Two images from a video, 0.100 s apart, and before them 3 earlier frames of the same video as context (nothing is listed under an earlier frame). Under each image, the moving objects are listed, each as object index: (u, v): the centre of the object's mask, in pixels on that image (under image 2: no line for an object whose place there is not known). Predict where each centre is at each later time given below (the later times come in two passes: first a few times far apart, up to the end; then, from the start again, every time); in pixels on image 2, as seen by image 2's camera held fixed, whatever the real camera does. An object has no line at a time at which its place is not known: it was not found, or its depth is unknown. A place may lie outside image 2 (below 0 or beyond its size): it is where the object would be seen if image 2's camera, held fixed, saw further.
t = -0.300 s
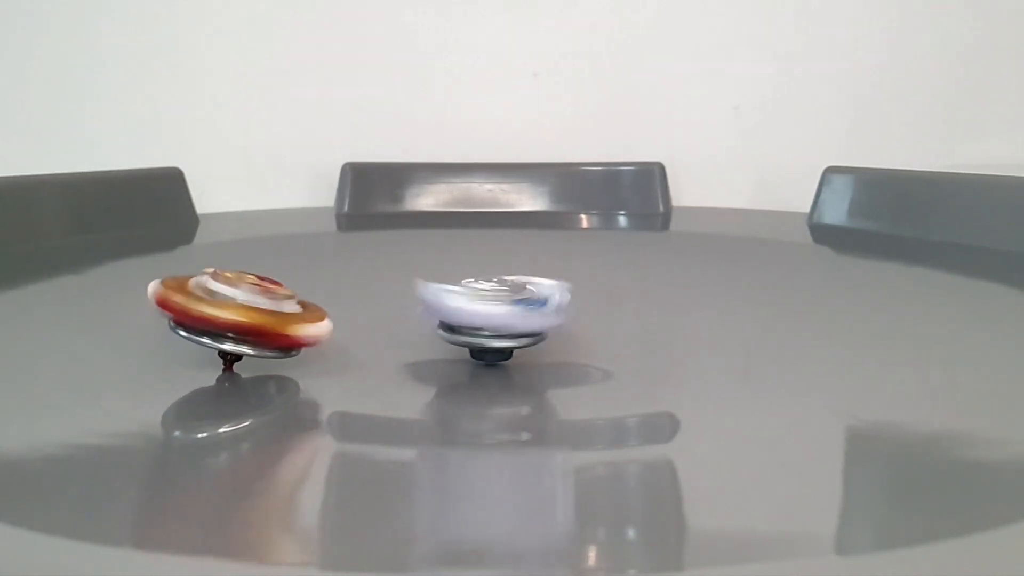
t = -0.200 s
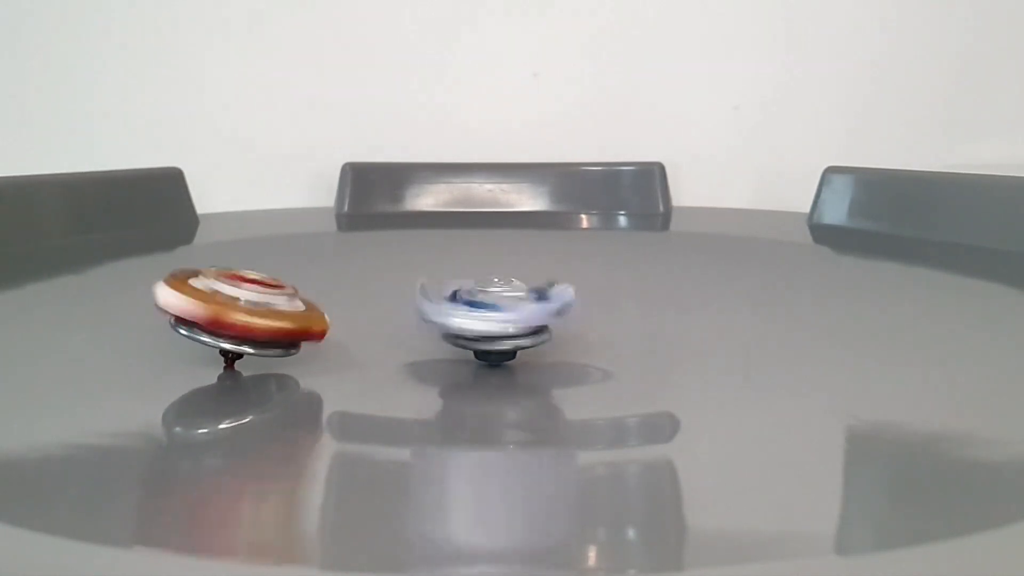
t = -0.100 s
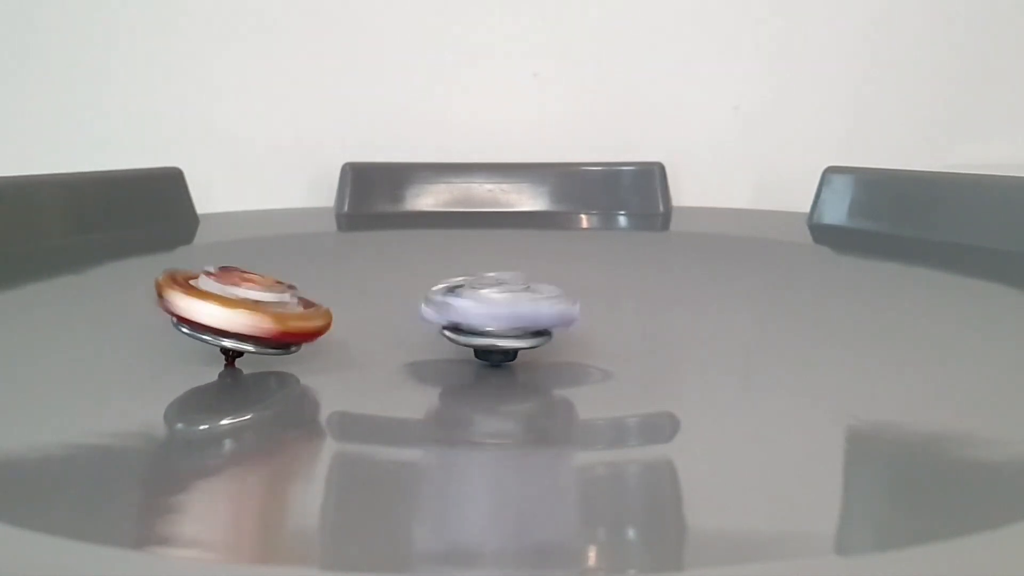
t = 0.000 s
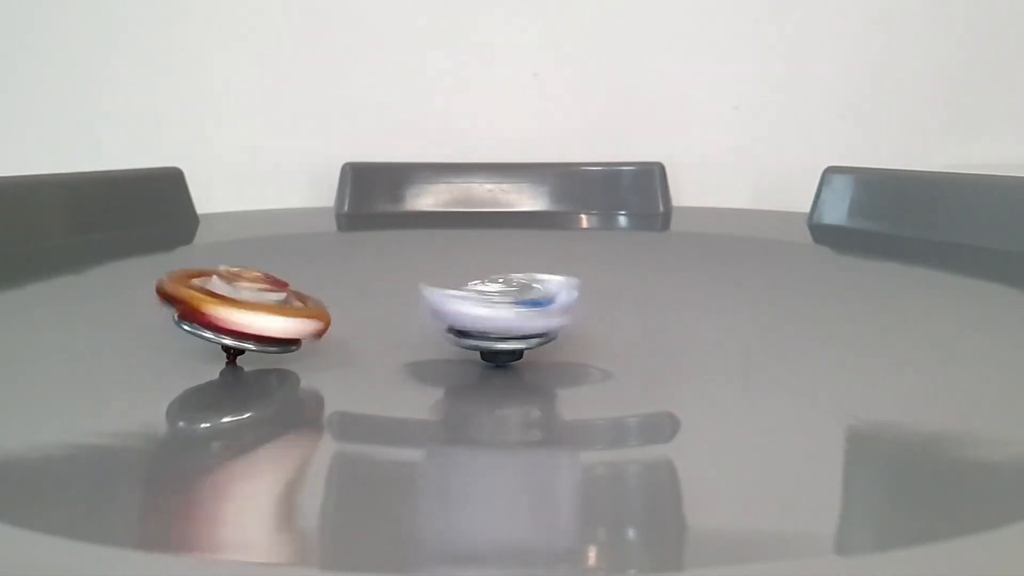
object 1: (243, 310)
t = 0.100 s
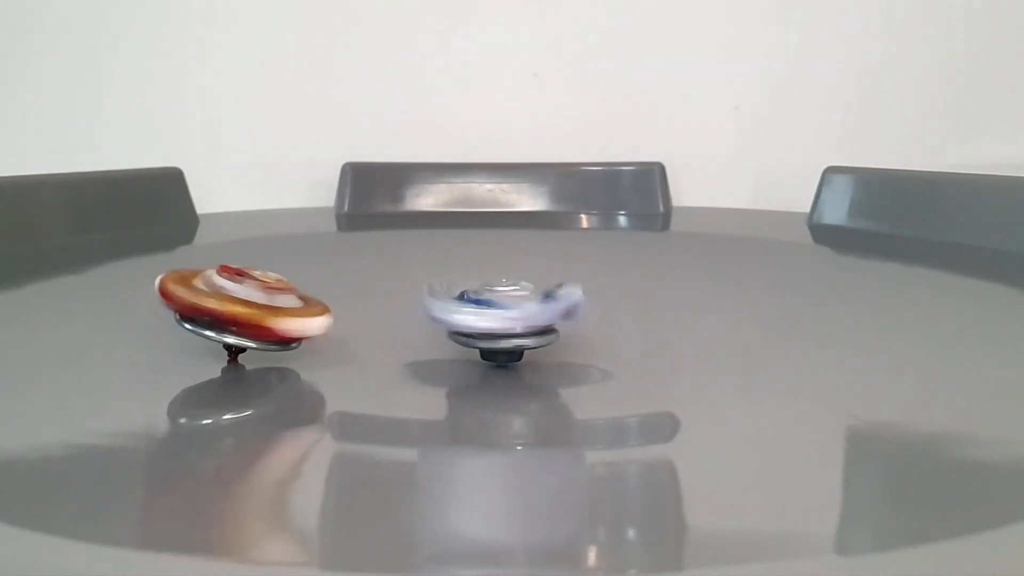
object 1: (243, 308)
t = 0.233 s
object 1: (244, 306)
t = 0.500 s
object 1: (248, 302)
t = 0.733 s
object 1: (252, 298)
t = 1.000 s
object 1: (257, 294)
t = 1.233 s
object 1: (261, 290)
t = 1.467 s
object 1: (266, 287)
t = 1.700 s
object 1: (275, 284)
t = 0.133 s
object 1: (244, 307)
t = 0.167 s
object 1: (243, 307)
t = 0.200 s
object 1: (244, 306)
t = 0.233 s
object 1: (244, 306)
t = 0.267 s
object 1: (246, 306)
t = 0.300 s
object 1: (244, 304)
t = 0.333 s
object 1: (246, 304)
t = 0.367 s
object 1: (246, 304)
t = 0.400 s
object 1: (248, 304)
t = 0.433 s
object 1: (246, 302)
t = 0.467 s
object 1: (248, 302)
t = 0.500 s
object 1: (248, 302)
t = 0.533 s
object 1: (250, 302)
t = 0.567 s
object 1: (248, 300)
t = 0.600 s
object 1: (250, 300)
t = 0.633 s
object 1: (250, 300)
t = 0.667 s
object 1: (252, 300)
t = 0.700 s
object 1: (250, 298)
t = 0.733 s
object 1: (252, 298)
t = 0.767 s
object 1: (252, 298)
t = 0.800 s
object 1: (254, 297)
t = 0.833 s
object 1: (253, 296)
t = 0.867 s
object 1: (254, 296)
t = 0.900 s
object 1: (255, 296)
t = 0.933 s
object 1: (256, 295)
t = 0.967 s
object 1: (255, 294)
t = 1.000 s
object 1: (257, 294)
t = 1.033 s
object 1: (258, 294)
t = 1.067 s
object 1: (258, 293)
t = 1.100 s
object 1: (258, 292)
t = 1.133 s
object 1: (260, 292)
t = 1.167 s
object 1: (261, 292)
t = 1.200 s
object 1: (261, 291)
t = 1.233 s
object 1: (261, 290)
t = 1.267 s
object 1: (262, 290)
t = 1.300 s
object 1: (264, 290)
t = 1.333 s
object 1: (263, 289)
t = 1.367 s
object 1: (264, 288)
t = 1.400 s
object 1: (265, 288)
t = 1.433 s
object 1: (267, 288)
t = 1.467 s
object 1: (266, 287)
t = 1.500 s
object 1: (267, 286)
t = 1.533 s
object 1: (269, 286)
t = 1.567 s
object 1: (271, 286)
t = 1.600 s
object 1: (270, 285)
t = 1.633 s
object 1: (271, 285)
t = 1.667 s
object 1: (272, 285)
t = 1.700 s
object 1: (275, 284)
